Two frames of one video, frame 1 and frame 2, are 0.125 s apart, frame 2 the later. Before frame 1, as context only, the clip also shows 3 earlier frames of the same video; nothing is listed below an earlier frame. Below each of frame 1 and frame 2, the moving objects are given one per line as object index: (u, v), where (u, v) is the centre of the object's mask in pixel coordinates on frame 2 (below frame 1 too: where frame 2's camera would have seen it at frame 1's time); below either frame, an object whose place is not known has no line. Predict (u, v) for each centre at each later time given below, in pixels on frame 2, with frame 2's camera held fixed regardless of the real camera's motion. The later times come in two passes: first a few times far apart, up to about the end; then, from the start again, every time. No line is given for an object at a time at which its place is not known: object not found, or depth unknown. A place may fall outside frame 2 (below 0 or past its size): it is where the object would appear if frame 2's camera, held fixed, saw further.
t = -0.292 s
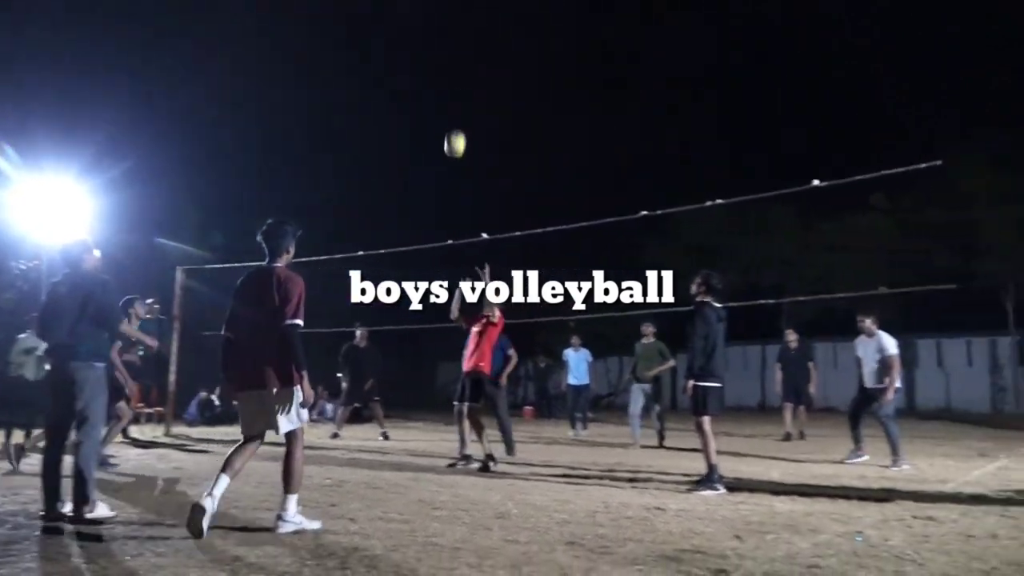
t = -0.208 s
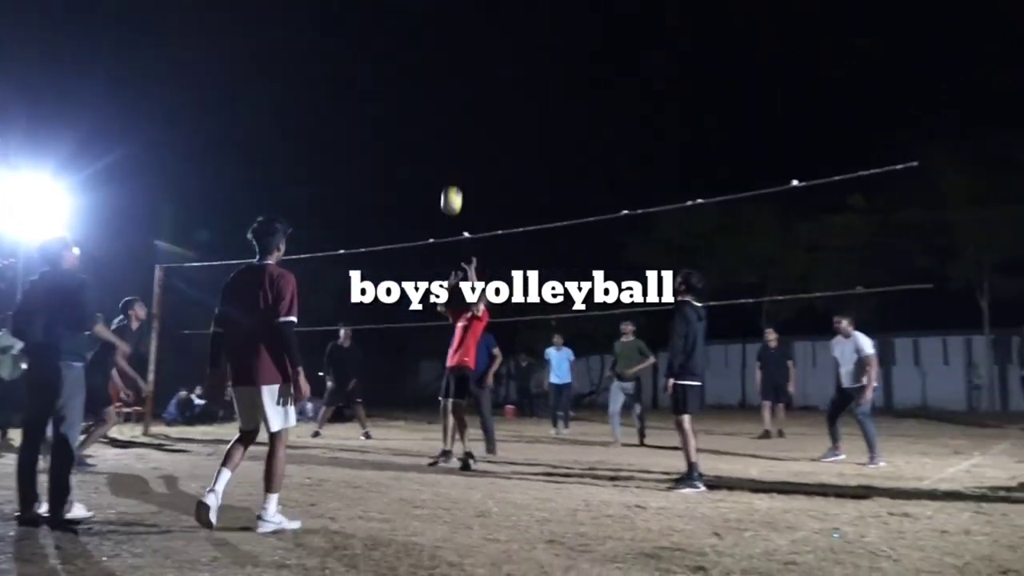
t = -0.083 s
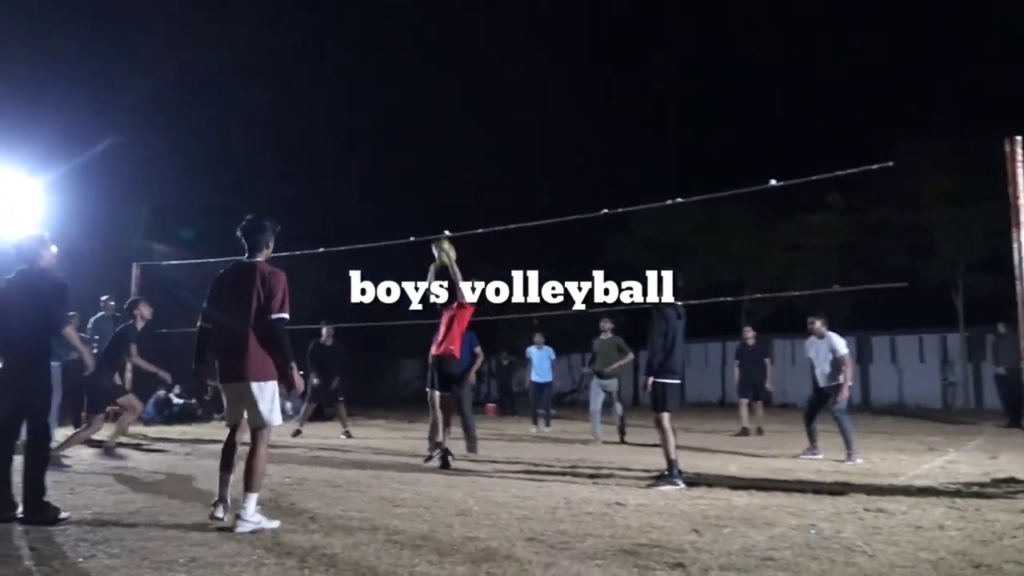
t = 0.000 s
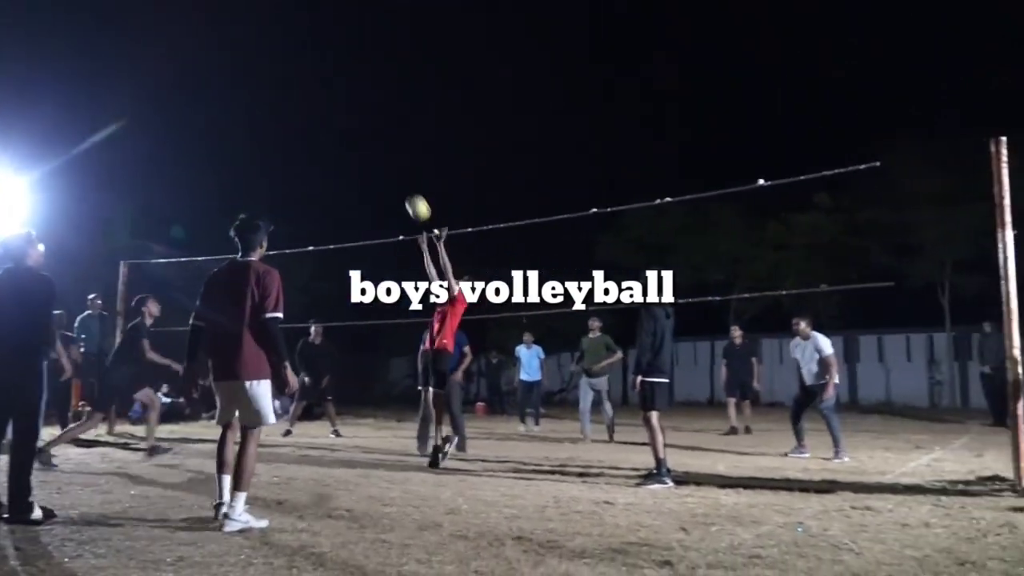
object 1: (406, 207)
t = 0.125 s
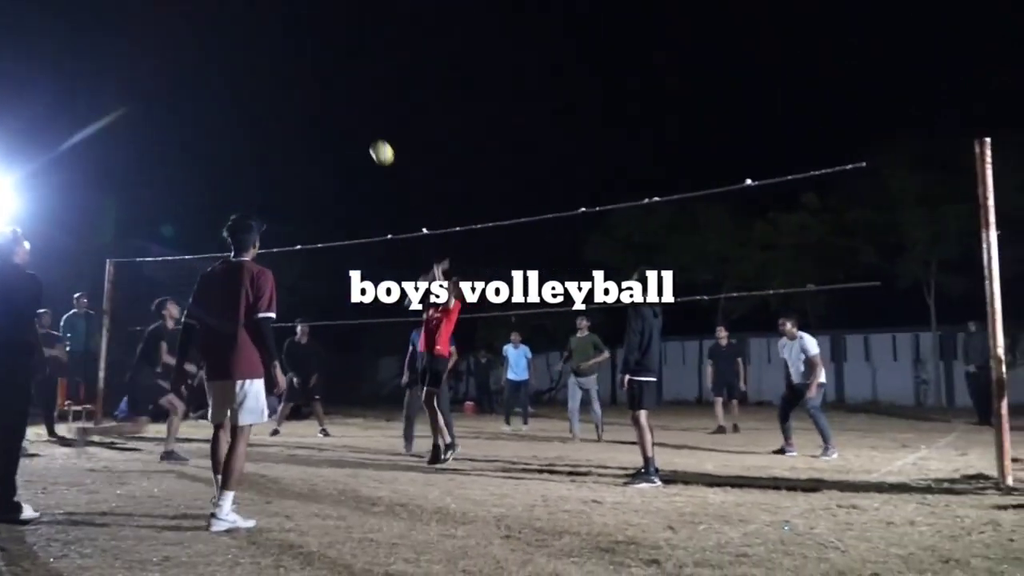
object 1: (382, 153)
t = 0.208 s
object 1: (366, 124)
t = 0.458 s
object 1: (315, 74)
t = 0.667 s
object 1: (276, 77)
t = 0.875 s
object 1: (232, 122)
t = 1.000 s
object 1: (206, 165)
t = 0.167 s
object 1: (374, 138)
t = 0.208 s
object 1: (366, 124)
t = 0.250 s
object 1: (354, 107)
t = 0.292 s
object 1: (346, 98)
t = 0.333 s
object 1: (338, 90)
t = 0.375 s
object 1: (330, 83)
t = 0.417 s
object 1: (323, 78)
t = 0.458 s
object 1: (315, 74)
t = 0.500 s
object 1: (307, 72)
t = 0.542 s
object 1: (300, 71)
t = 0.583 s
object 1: (292, 71)
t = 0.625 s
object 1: (284, 74)
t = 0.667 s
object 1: (276, 77)
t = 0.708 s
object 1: (268, 82)
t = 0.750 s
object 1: (256, 91)
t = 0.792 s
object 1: (248, 100)
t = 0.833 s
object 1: (240, 110)
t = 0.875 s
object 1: (232, 122)
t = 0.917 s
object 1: (223, 135)
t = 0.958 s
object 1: (215, 149)
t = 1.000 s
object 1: (206, 165)
